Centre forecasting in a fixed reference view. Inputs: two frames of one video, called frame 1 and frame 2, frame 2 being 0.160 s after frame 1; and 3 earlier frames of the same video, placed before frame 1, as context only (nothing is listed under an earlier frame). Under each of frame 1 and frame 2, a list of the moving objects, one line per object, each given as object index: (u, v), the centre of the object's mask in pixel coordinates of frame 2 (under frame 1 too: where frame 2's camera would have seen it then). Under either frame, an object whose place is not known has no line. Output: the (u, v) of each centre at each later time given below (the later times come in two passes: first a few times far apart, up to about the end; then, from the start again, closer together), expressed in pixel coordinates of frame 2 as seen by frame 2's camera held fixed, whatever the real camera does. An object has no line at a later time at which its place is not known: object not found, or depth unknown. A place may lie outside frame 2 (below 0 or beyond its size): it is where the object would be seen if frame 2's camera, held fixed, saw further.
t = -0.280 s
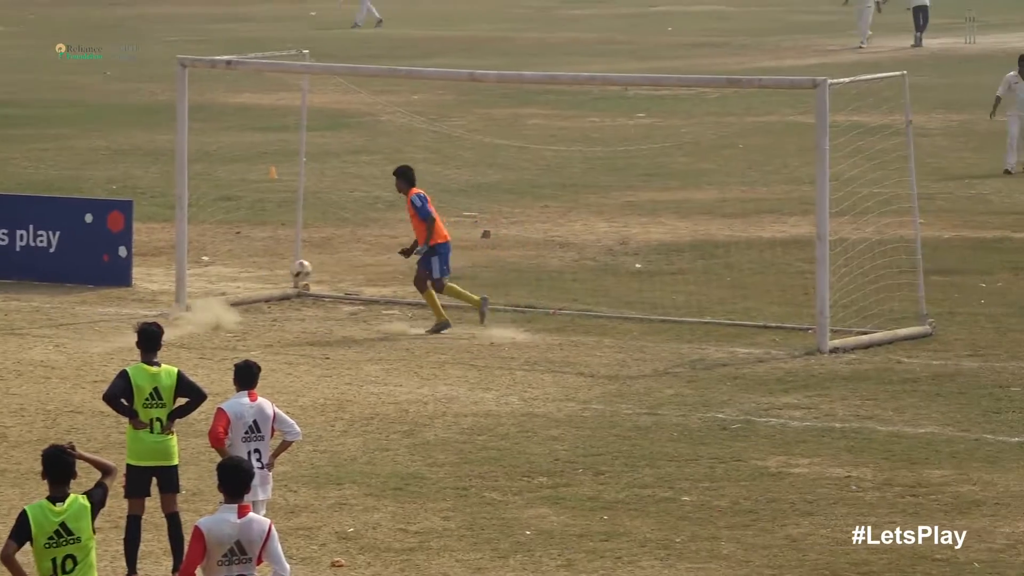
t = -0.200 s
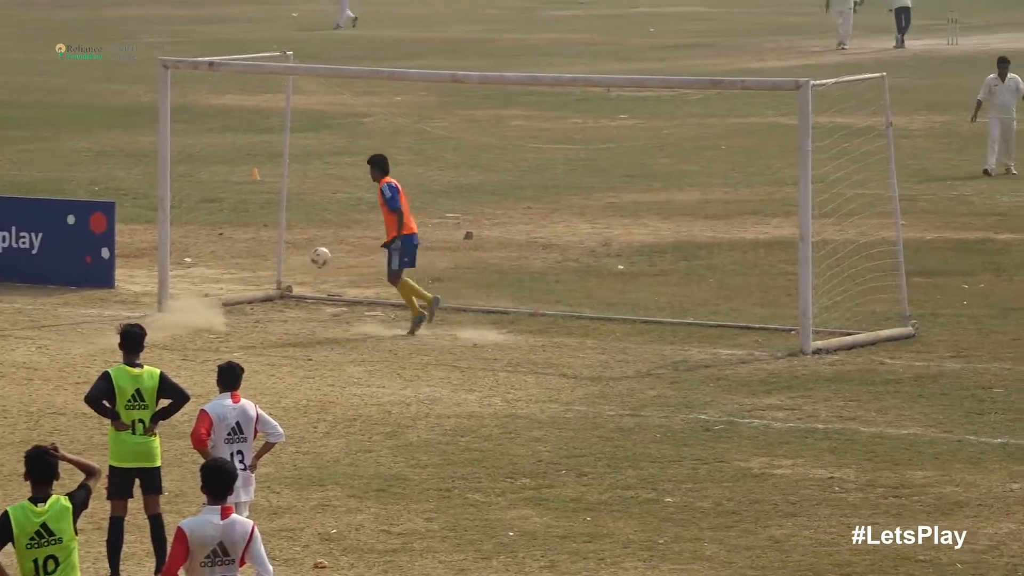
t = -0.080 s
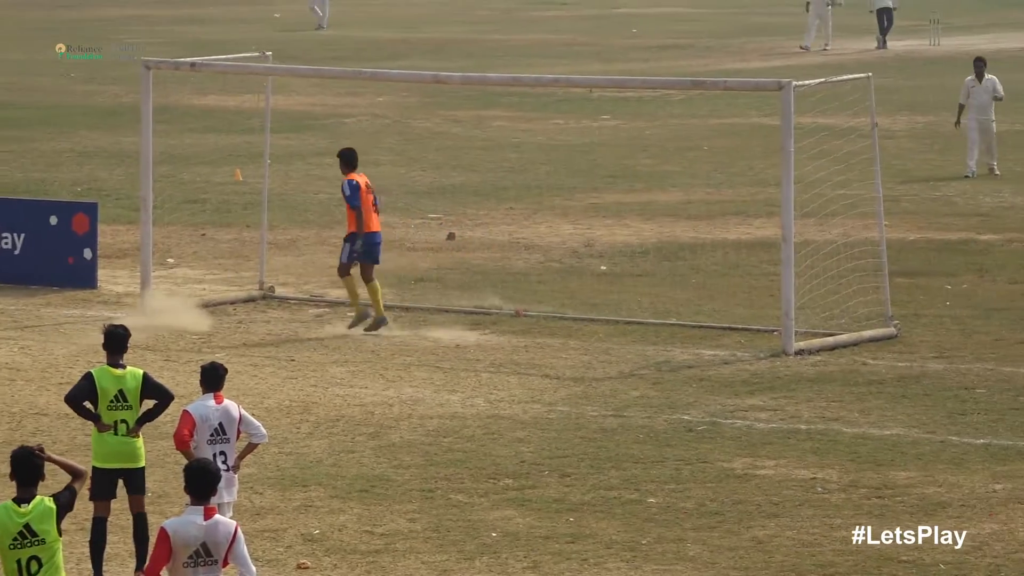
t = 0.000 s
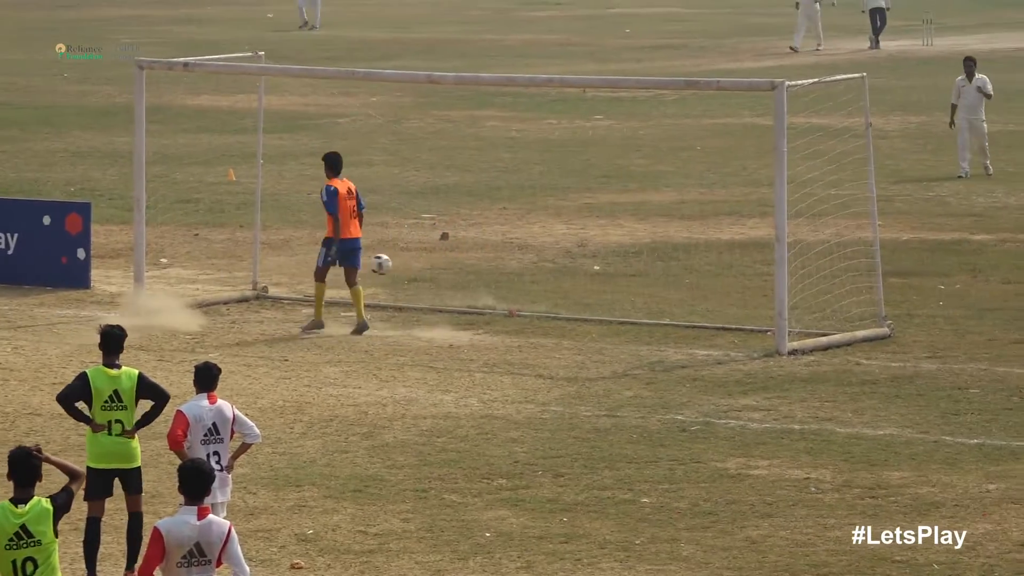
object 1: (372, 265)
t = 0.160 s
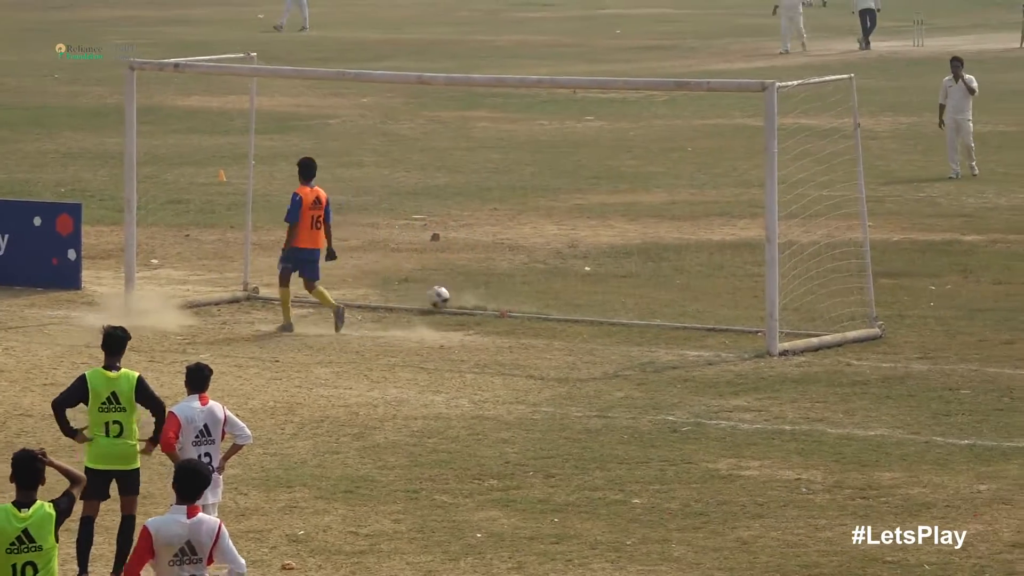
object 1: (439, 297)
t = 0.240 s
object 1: (468, 292)
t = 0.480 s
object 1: (553, 305)
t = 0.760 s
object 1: (622, 312)
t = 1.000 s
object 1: (675, 314)
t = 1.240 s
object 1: (726, 317)
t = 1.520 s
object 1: (783, 319)
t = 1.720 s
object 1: (813, 322)
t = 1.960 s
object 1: (847, 323)
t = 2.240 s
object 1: (860, 319)
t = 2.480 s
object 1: (852, 325)
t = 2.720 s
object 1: (843, 326)
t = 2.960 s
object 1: (834, 327)
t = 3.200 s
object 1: (828, 328)
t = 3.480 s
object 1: (825, 329)
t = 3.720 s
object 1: (823, 330)
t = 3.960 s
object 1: (820, 331)
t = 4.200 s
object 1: (819, 331)
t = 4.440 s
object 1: (819, 331)
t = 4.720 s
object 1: (819, 331)
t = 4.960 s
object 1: (819, 331)
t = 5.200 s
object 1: (819, 331)
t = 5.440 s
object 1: (819, 331)
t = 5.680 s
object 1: (819, 331)
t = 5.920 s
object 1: (819, 331)
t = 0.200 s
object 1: (453, 295)
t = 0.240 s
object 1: (468, 292)
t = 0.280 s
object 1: (483, 290)
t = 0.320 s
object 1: (497, 290)
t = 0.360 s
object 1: (511, 292)
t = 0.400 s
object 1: (525, 295)
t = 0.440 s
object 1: (539, 301)
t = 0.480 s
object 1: (553, 305)
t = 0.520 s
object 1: (564, 308)
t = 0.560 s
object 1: (574, 306)
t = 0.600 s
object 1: (584, 305)
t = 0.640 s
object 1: (594, 305)
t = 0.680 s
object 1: (603, 307)
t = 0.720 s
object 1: (612, 310)
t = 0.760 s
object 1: (622, 312)
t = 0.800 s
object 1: (631, 310)
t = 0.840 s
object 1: (641, 309)
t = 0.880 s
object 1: (649, 309)
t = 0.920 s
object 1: (658, 311)
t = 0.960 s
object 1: (666, 312)
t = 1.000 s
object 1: (675, 314)
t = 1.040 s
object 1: (684, 314)
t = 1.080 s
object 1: (693, 316)
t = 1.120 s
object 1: (701, 315)
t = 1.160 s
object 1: (710, 316)
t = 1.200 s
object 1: (719, 317)
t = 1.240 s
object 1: (726, 317)
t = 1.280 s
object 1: (734, 317)
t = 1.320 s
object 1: (742, 318)
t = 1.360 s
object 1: (751, 319)
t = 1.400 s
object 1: (757, 319)
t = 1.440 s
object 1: (760, 319)
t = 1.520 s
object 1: (783, 319)
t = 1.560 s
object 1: (787, 320)
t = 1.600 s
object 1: (792, 321)
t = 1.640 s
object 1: (800, 322)
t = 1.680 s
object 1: (806, 322)
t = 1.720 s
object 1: (813, 322)
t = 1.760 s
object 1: (819, 323)
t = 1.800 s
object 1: (826, 324)
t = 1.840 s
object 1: (832, 324)
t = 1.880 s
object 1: (838, 322)
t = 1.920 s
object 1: (843, 322)
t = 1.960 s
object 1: (847, 323)
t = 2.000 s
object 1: (854, 322)
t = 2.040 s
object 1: (858, 323)
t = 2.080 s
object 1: (860, 323)
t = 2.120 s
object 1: (862, 321)
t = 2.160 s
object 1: (863, 320)
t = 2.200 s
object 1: (861, 320)
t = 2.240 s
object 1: (860, 319)
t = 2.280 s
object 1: (857, 320)
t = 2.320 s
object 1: (857, 321)
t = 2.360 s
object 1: (856, 321)
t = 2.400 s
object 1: (854, 321)
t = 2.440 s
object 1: (853, 323)
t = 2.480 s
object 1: (852, 325)
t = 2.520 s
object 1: (851, 325)
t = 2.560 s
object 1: (849, 324)
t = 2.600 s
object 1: (847, 325)
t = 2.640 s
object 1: (846, 325)
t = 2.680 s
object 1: (844, 325)
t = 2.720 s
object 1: (843, 326)
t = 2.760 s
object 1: (841, 326)
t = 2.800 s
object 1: (840, 326)
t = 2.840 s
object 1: (839, 327)
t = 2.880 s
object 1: (838, 326)
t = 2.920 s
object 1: (836, 326)
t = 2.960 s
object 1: (834, 327)
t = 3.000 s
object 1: (834, 327)
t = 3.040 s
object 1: (832, 328)
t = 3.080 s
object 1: (831, 328)
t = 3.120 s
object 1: (830, 328)
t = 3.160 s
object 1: (829, 328)
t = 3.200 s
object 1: (828, 328)
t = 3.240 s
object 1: (828, 329)
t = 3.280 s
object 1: (827, 329)
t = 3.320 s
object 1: (826, 329)
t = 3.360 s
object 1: (826, 329)
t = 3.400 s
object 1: (825, 329)
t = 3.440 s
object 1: (825, 329)
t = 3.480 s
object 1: (825, 329)
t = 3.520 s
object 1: (825, 329)
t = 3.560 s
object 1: (825, 329)
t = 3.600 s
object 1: (824, 330)
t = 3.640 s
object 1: (824, 330)
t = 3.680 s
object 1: (823, 330)
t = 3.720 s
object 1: (823, 330)
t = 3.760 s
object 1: (822, 330)
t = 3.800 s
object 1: (821, 331)
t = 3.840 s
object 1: (821, 331)
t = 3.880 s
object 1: (820, 331)
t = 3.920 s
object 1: (820, 331)
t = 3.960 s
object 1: (820, 331)
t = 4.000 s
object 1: (820, 331)
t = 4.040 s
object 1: (819, 331)
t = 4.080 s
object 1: (819, 331)
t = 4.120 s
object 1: (819, 331)
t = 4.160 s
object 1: (819, 331)
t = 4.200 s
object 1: (819, 331)
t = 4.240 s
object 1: (819, 331)
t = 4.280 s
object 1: (819, 331)
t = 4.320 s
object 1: (819, 331)
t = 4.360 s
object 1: (819, 331)
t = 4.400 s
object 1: (819, 331)
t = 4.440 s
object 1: (819, 331)
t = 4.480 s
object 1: (819, 331)
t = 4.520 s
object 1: (819, 331)
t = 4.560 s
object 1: (819, 331)
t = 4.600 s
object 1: (819, 331)
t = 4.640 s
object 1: (819, 331)
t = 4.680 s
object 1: (819, 331)
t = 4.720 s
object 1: (819, 331)
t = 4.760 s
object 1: (819, 331)
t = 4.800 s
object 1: (819, 331)
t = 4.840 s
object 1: (819, 331)
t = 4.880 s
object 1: (819, 331)
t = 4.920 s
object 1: (819, 331)
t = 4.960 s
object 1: (819, 331)
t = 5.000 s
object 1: (819, 331)
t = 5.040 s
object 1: (819, 331)
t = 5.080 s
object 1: (819, 331)
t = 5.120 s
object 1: (819, 331)
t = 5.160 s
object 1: (819, 331)
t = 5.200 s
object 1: (819, 331)
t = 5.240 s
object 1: (819, 331)
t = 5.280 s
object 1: (819, 331)
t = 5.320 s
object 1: (819, 331)
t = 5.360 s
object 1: (819, 331)
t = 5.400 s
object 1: (819, 331)
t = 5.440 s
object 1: (819, 331)
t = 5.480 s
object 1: (819, 331)
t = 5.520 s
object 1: (819, 331)
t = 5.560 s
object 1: (819, 331)
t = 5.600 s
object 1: (819, 331)
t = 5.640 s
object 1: (819, 331)
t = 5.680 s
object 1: (819, 331)
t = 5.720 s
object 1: (819, 331)
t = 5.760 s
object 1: (819, 331)
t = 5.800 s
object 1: (819, 331)
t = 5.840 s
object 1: (819, 331)
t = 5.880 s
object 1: (819, 331)
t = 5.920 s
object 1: (819, 331)
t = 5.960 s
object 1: (819, 331)
